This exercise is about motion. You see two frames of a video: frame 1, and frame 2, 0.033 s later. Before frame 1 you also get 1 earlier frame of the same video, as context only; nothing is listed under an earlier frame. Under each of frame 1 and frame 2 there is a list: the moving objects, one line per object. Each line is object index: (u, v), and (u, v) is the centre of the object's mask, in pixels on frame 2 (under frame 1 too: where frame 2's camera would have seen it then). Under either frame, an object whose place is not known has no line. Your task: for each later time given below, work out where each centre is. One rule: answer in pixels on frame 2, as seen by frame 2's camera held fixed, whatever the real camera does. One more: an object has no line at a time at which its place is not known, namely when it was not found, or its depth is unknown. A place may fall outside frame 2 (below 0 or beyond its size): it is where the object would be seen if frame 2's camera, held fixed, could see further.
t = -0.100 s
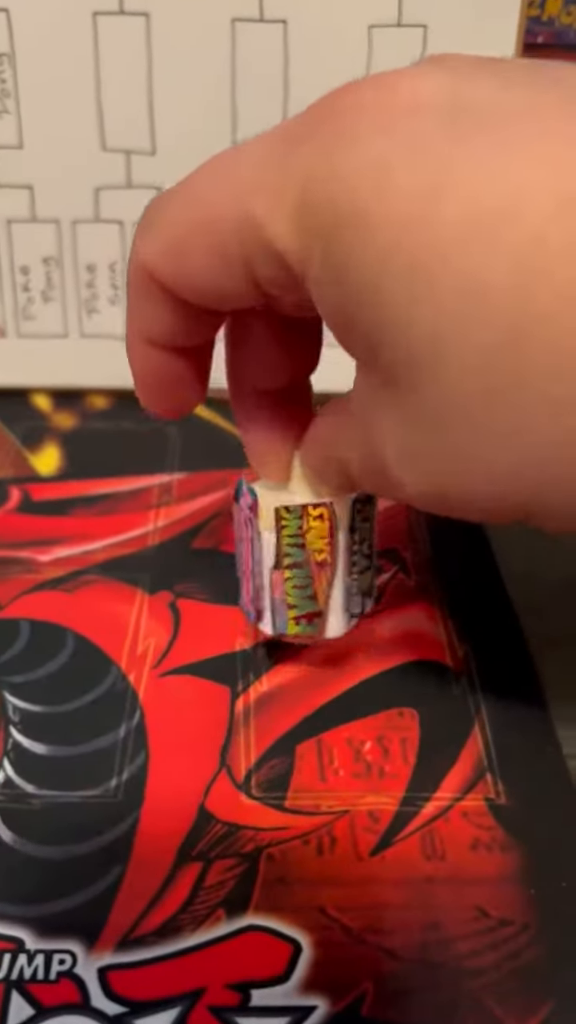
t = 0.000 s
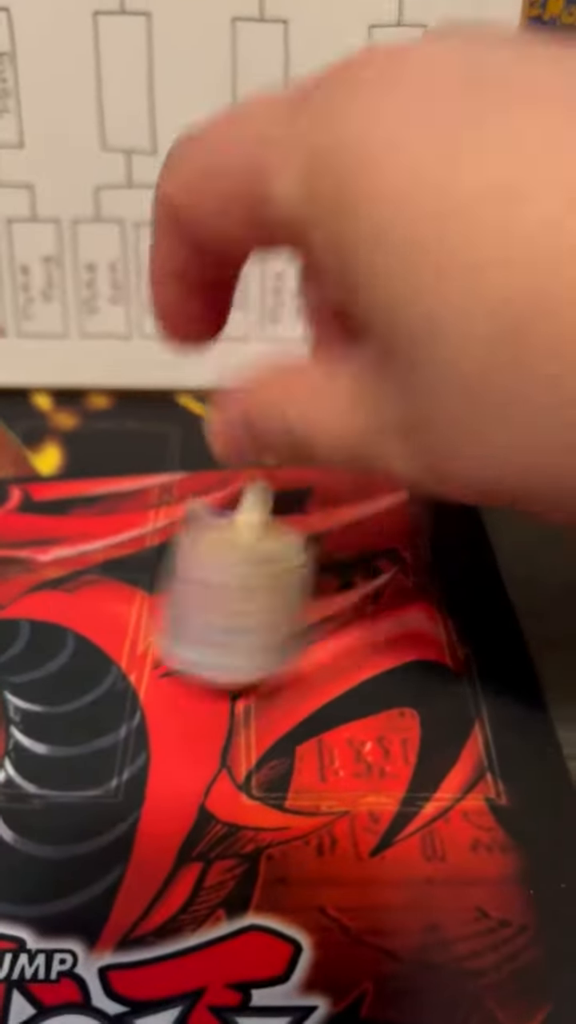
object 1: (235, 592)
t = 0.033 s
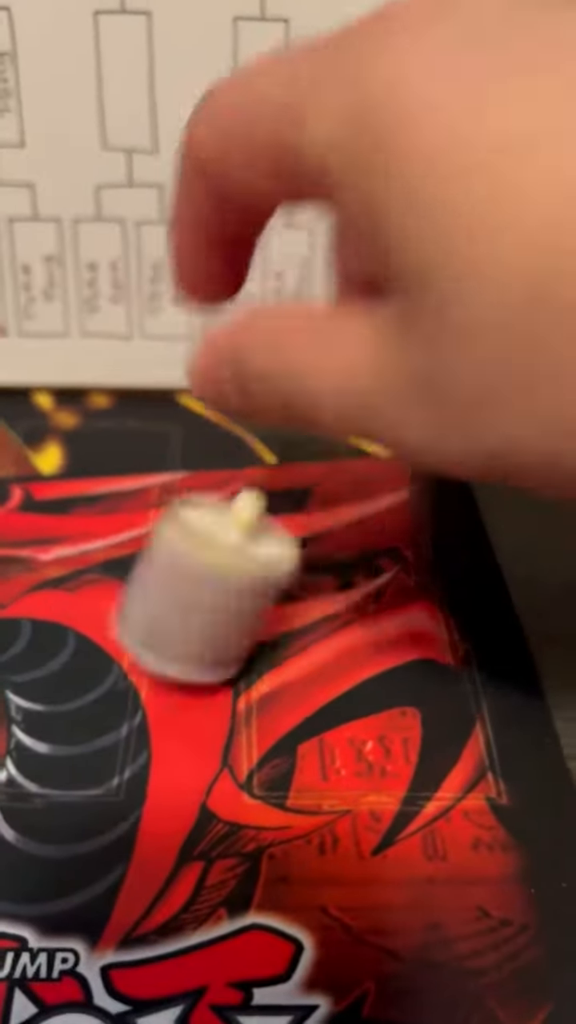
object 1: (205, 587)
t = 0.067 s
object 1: (170, 592)
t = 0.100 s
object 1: (158, 597)
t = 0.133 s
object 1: (147, 590)
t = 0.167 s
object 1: (142, 595)
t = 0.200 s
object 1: (138, 579)
